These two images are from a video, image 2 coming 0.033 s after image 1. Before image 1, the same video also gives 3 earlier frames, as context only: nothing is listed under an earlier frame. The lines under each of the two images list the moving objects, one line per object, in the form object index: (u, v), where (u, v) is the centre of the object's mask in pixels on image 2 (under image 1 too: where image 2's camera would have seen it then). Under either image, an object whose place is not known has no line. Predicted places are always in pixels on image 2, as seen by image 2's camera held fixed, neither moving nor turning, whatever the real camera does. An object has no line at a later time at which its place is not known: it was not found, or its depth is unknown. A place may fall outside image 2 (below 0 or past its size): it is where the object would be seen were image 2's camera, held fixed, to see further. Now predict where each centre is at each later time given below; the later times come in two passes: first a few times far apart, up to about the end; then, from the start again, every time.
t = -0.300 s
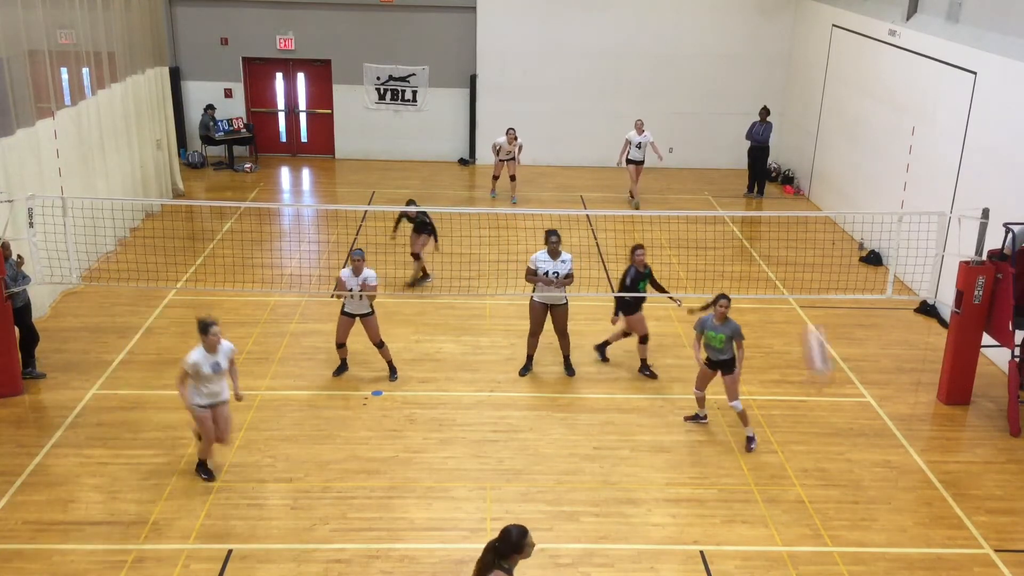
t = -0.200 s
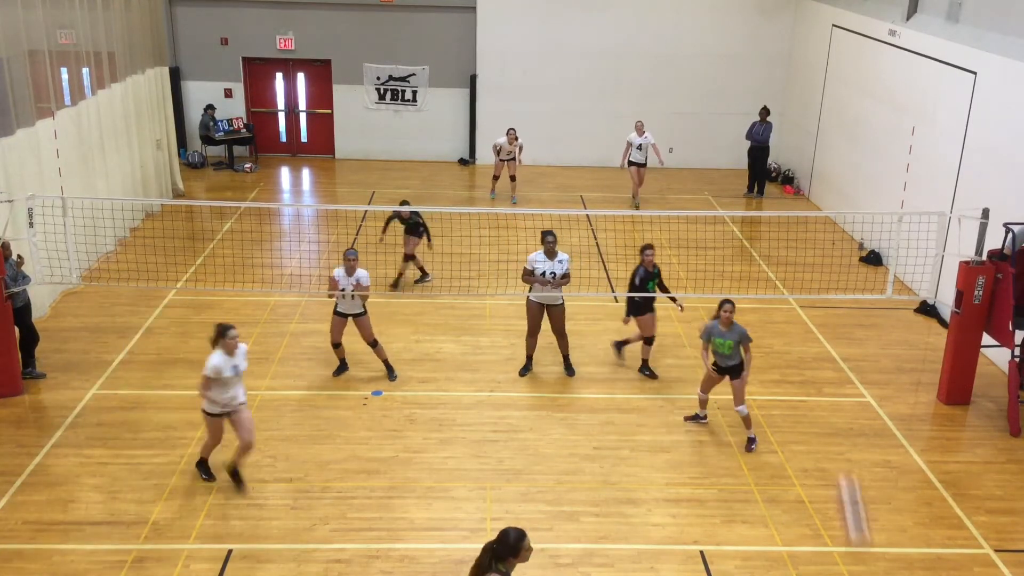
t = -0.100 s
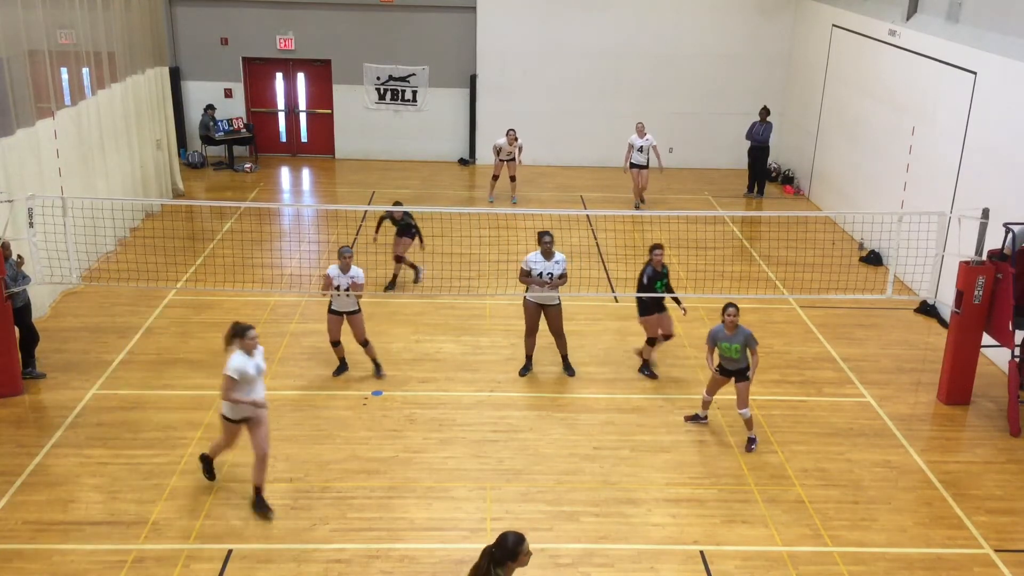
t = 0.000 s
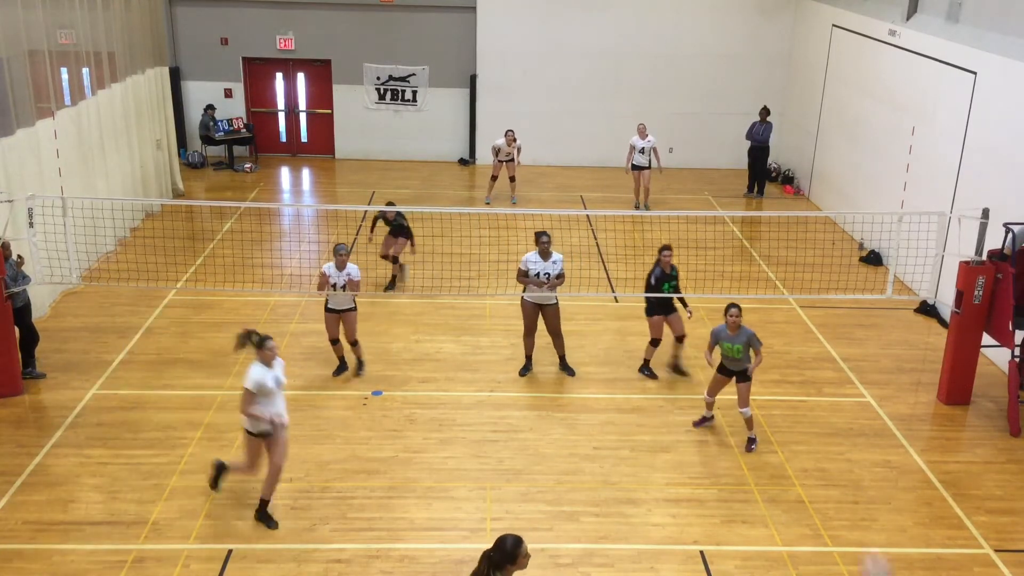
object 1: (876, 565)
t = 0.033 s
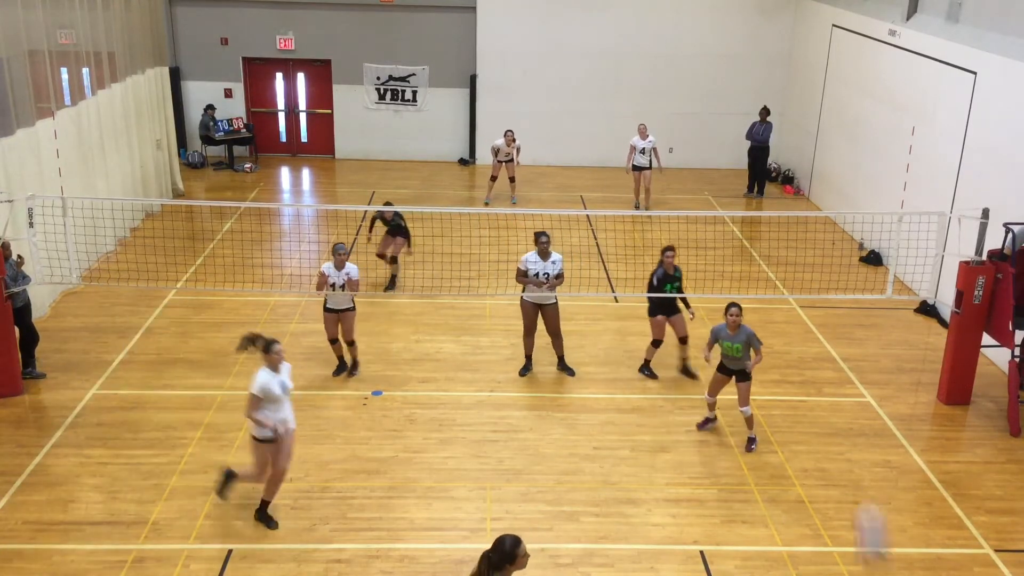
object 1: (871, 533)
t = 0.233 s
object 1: (838, 299)
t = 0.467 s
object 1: (805, 125)
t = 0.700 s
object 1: (770, 50)
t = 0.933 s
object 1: (733, 55)
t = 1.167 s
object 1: (698, 121)
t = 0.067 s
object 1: (865, 491)
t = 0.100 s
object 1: (860, 448)
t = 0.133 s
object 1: (854, 409)
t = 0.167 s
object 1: (850, 369)
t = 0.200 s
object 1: (844, 333)
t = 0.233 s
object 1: (838, 299)
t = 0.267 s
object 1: (833, 268)
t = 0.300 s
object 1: (828, 239)
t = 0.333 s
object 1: (824, 210)
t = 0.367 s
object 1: (819, 187)
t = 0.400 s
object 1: (813, 166)
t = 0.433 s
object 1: (809, 144)
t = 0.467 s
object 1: (805, 125)
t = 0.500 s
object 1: (800, 109)
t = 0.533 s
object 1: (795, 94)
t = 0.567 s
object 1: (790, 82)
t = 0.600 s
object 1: (786, 71)
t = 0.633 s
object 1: (780, 62)
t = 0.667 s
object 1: (775, 55)
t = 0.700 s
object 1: (770, 50)
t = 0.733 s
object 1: (765, 46)
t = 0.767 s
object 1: (760, 45)
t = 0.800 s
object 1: (754, 44)
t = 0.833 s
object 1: (750, 45)
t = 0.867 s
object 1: (744, 47)
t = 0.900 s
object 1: (739, 51)
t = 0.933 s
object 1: (733, 55)
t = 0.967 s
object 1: (728, 61)
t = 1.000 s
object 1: (723, 69)
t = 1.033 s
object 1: (718, 77)
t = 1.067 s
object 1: (713, 87)
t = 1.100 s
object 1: (708, 98)
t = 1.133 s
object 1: (703, 109)
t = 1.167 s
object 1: (698, 121)
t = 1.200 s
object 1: (693, 134)
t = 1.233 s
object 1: (688, 147)
